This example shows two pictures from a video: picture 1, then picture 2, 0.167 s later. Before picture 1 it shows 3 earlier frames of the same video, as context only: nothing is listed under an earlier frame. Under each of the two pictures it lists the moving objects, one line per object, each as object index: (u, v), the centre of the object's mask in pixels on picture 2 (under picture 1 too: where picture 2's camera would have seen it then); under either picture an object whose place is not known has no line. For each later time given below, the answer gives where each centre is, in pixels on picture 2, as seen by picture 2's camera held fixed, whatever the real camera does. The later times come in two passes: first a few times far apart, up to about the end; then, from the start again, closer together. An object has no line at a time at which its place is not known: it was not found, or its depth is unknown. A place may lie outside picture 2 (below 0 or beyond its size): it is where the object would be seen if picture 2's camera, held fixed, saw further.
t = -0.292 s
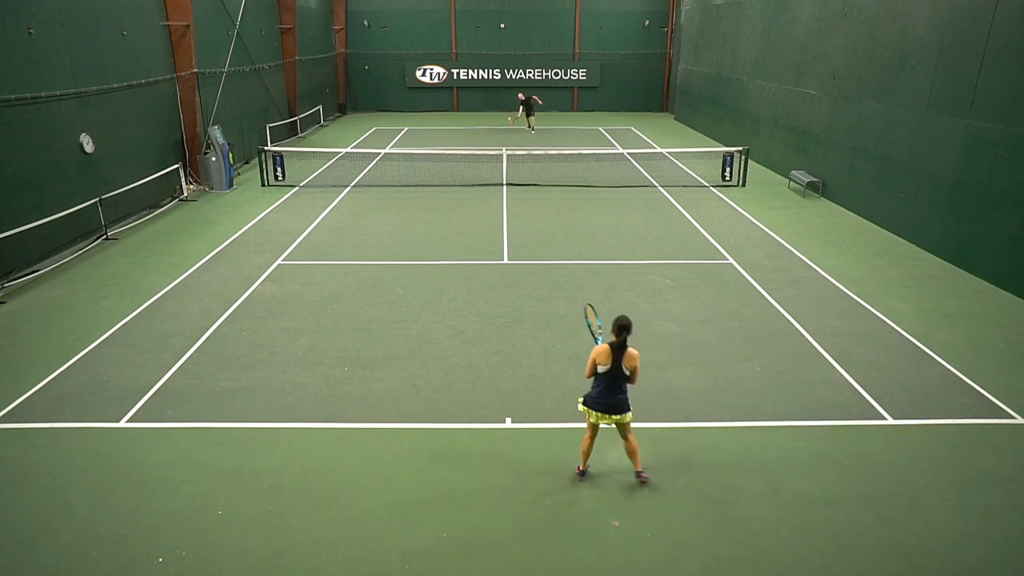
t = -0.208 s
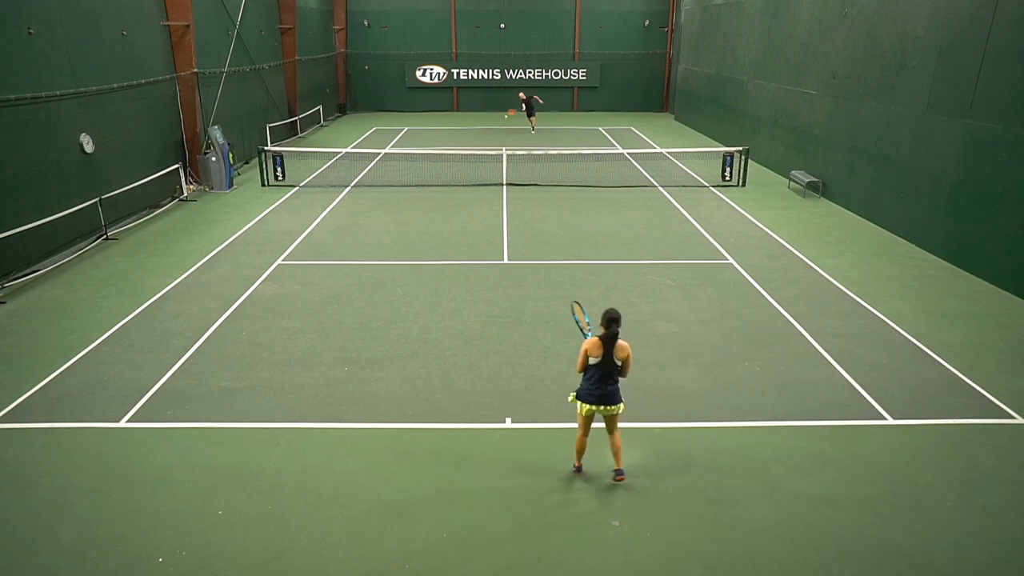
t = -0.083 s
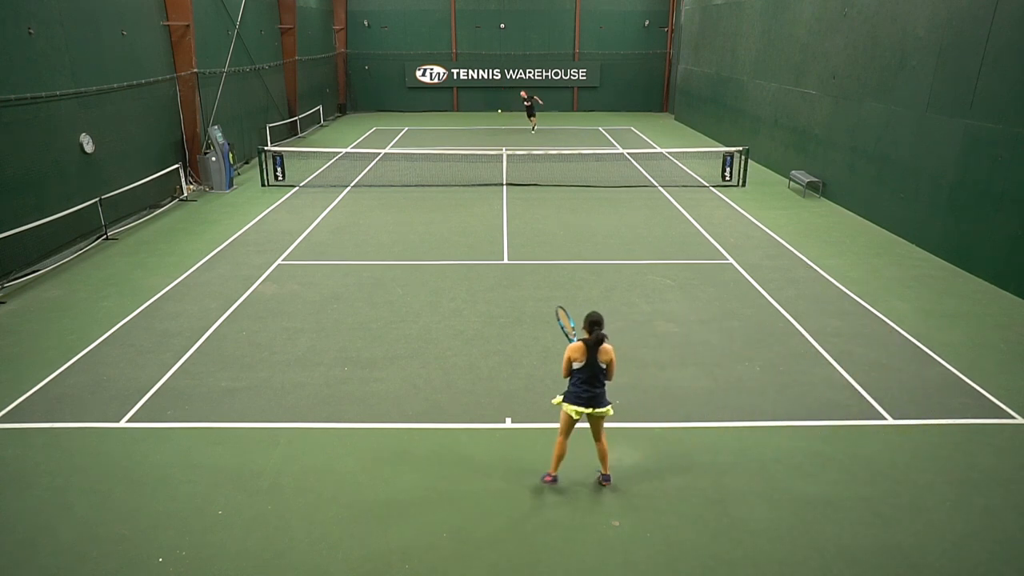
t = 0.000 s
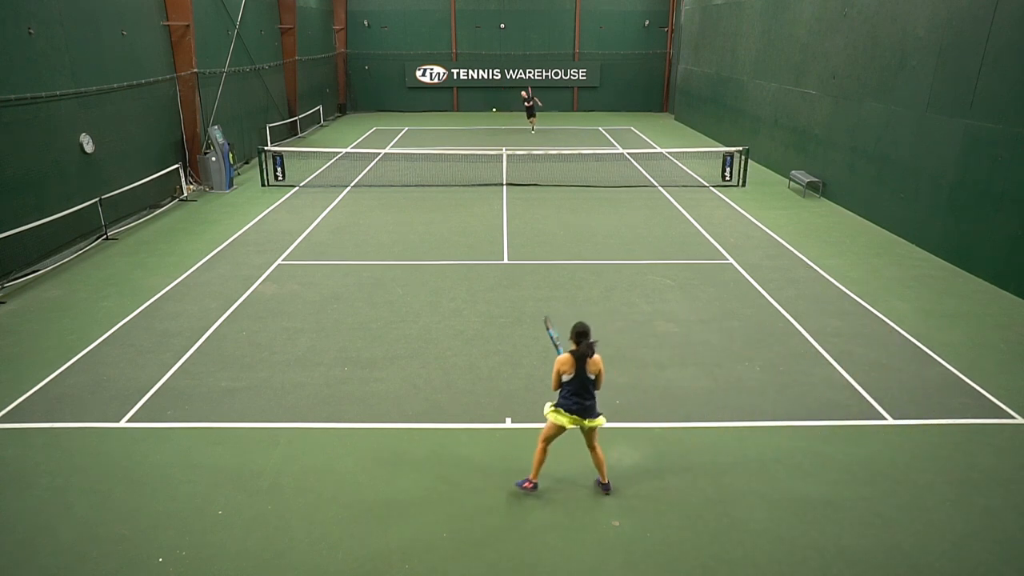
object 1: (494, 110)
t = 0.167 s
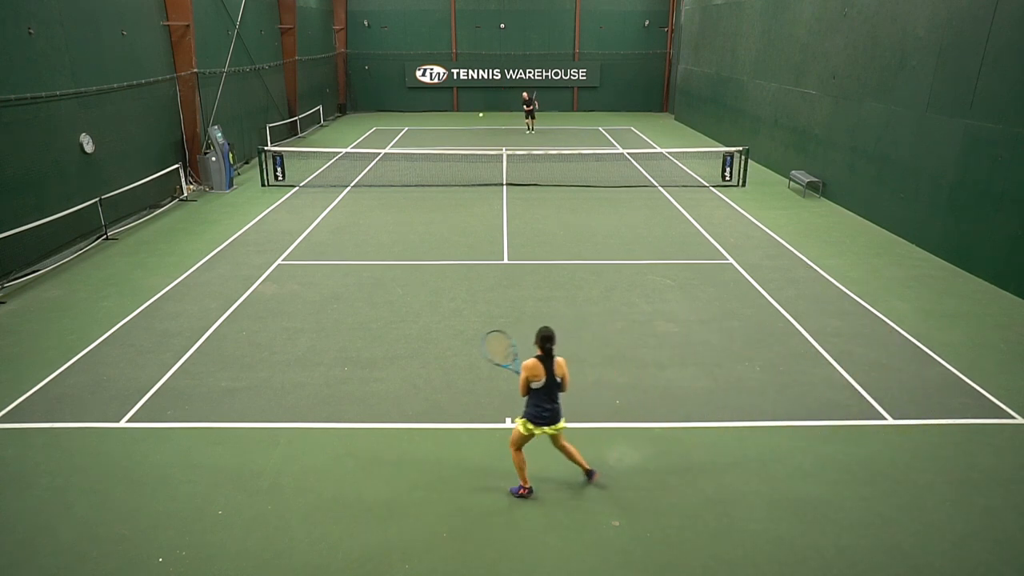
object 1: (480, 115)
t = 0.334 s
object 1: (463, 134)
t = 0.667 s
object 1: (406, 248)
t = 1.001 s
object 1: (329, 317)
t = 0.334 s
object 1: (463, 134)
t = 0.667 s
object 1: (406, 248)
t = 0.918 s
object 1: (349, 315)
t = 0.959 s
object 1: (340, 315)
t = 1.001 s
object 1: (329, 317)
